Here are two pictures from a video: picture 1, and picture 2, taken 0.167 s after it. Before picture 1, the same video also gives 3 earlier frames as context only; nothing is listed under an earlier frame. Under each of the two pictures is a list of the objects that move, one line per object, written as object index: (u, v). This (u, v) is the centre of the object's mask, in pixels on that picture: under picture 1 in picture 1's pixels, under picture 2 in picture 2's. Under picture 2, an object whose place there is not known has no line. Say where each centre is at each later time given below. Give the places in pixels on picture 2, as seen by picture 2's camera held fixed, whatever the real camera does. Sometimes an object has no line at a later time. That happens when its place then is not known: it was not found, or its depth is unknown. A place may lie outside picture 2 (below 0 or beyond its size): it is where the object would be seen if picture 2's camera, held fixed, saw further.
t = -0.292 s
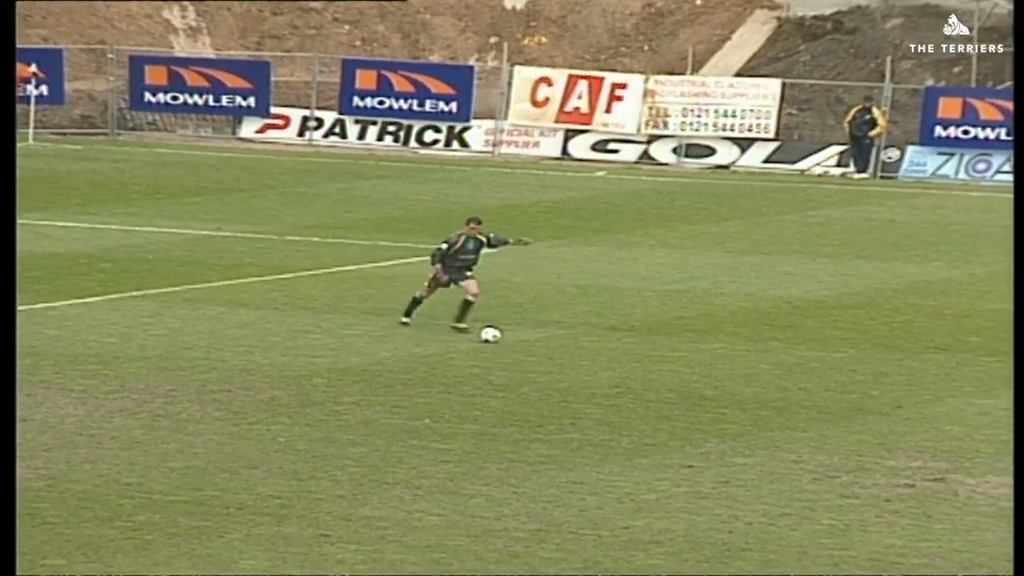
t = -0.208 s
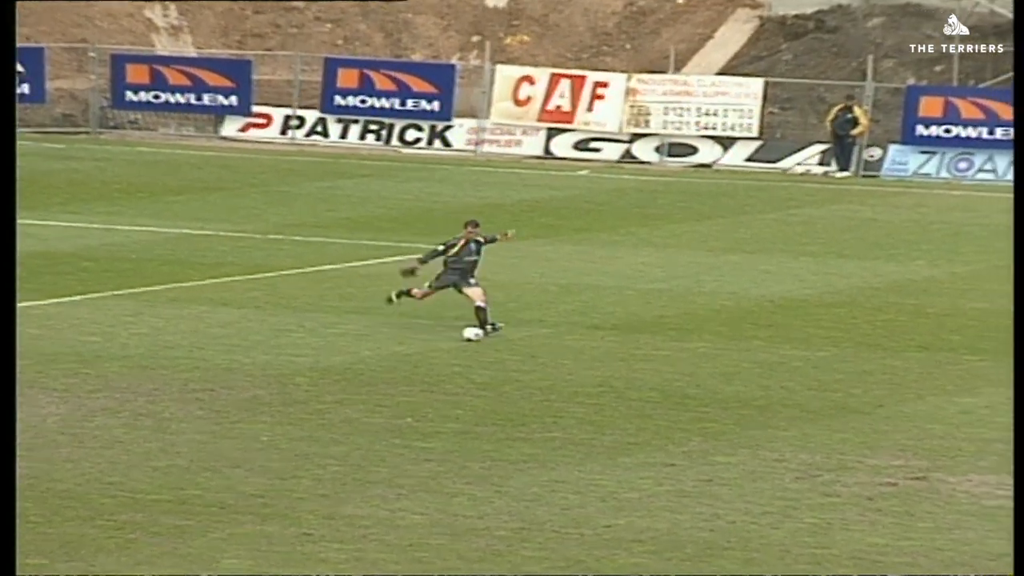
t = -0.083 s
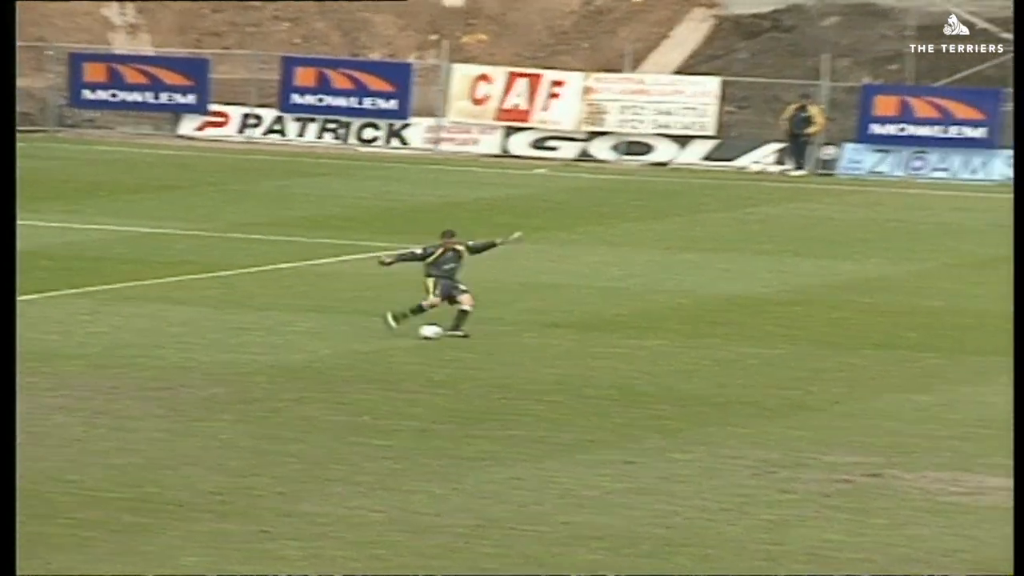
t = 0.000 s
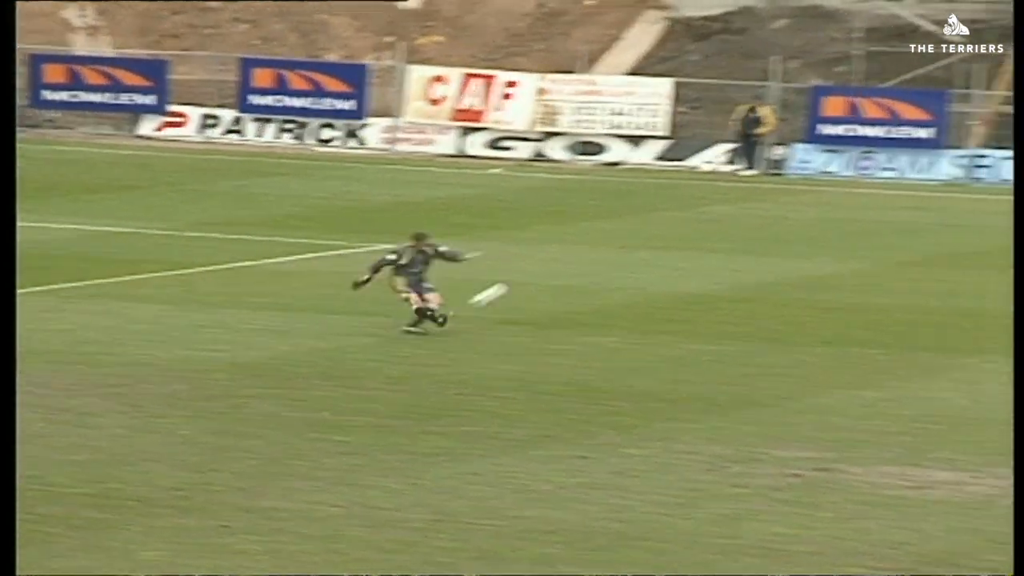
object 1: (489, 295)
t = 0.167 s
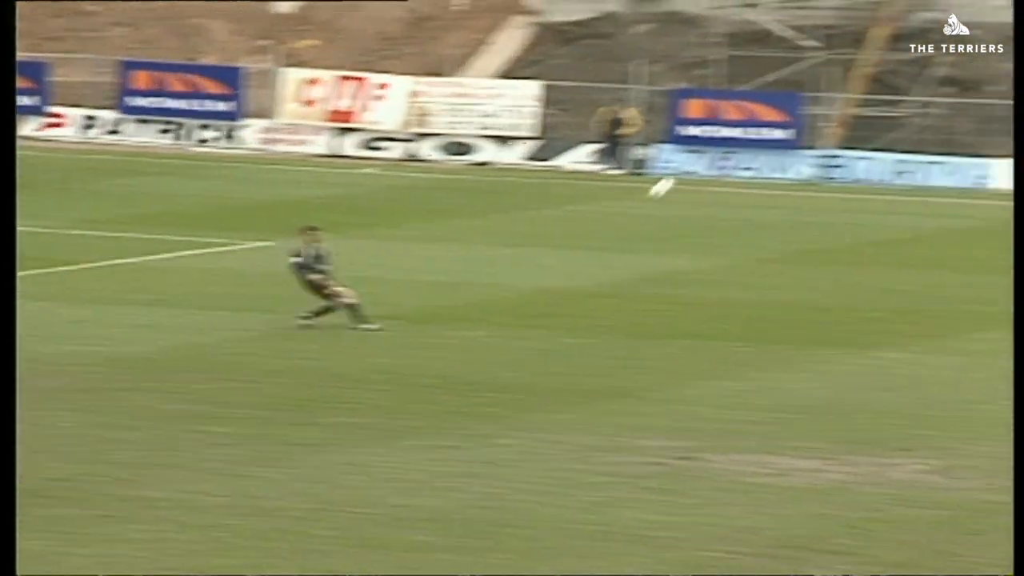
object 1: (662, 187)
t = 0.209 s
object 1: (738, 161)
